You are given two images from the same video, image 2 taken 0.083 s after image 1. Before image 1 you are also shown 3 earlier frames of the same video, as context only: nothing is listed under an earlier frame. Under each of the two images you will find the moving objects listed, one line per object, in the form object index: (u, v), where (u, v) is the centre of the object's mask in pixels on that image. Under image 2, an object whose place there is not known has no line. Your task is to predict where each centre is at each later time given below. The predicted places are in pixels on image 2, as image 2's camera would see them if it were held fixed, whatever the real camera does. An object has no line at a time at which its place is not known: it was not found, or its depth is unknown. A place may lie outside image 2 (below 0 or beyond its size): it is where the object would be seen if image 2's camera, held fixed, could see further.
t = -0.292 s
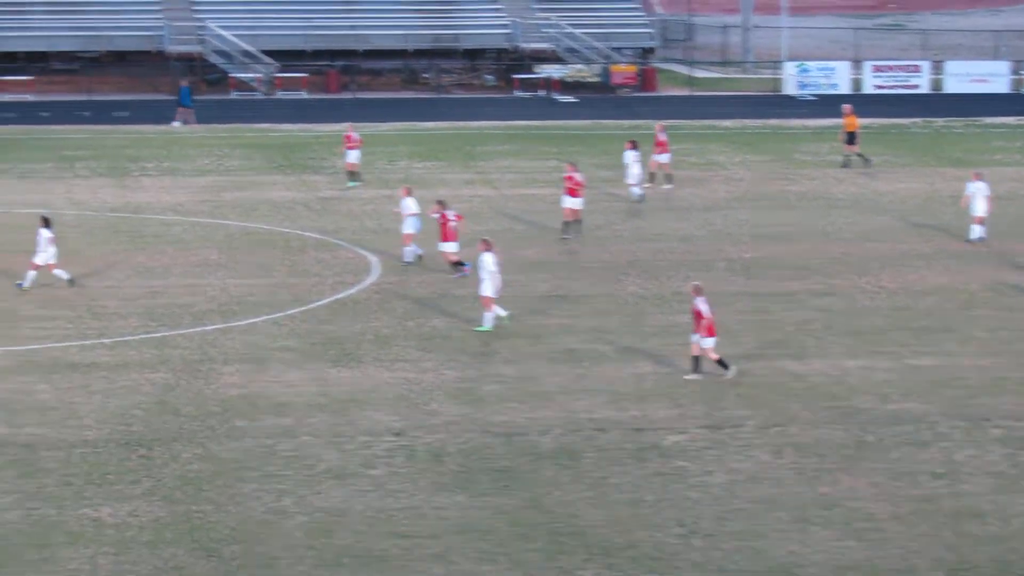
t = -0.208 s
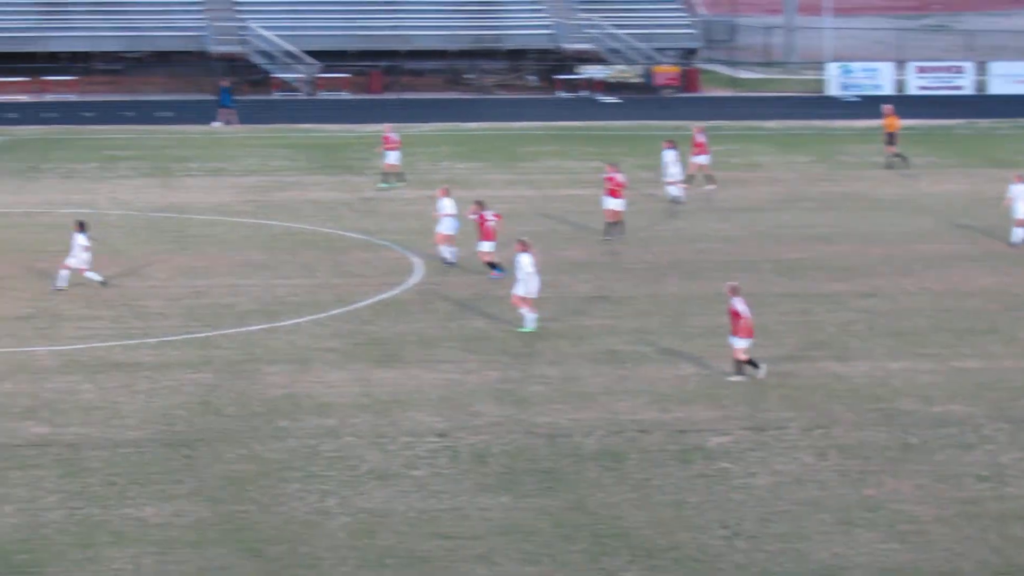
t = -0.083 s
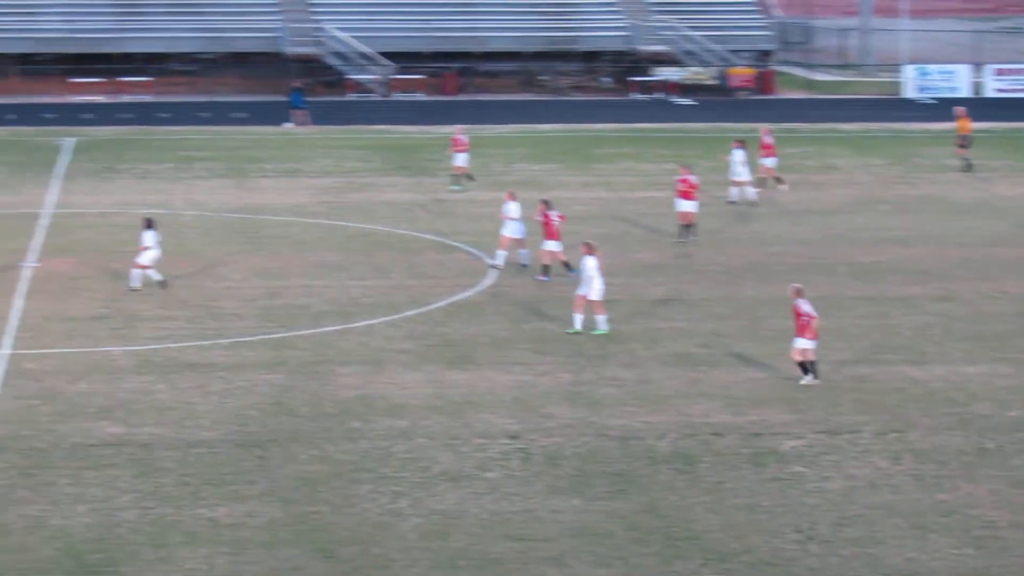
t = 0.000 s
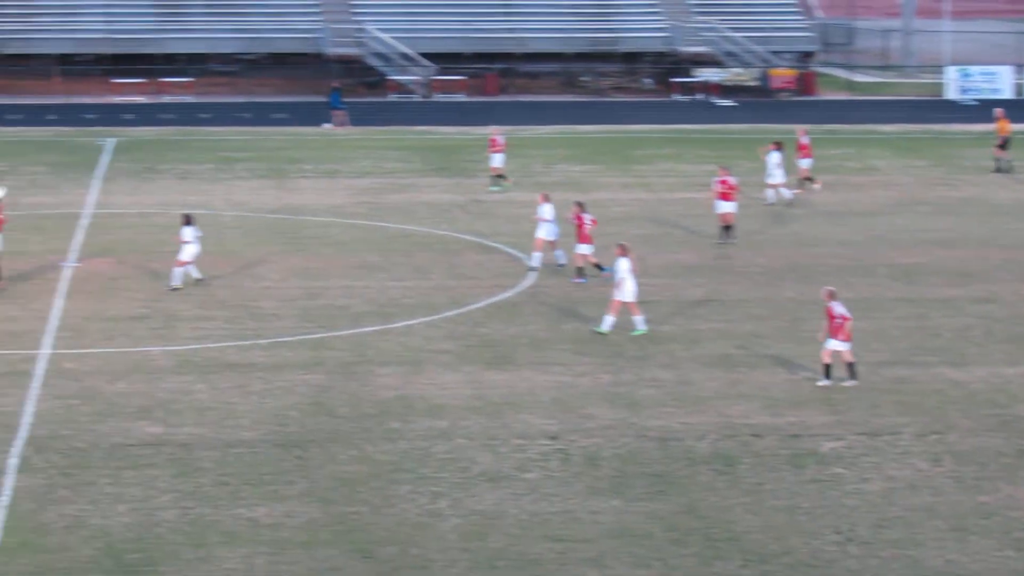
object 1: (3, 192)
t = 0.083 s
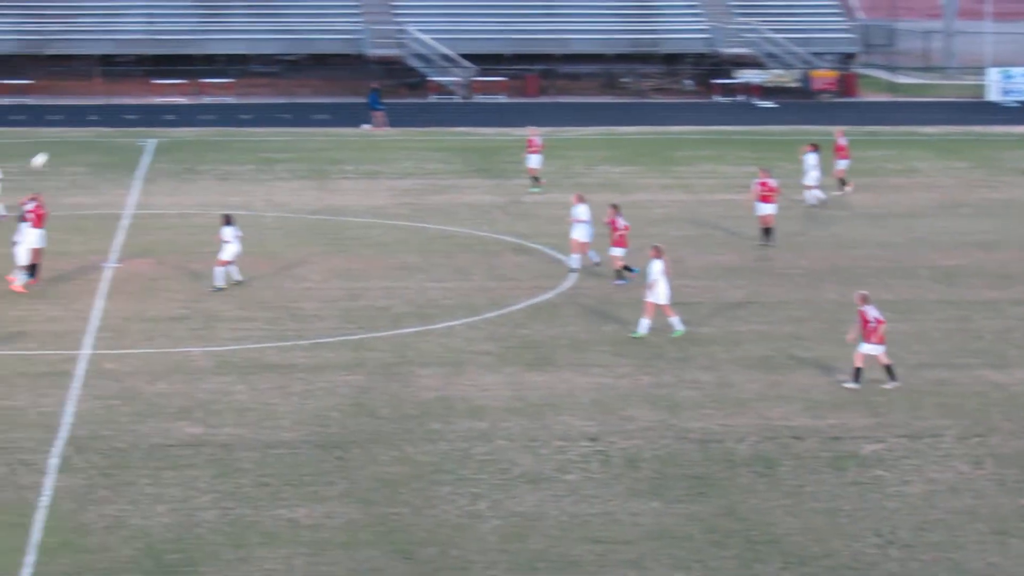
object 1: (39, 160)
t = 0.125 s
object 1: (46, 143)
